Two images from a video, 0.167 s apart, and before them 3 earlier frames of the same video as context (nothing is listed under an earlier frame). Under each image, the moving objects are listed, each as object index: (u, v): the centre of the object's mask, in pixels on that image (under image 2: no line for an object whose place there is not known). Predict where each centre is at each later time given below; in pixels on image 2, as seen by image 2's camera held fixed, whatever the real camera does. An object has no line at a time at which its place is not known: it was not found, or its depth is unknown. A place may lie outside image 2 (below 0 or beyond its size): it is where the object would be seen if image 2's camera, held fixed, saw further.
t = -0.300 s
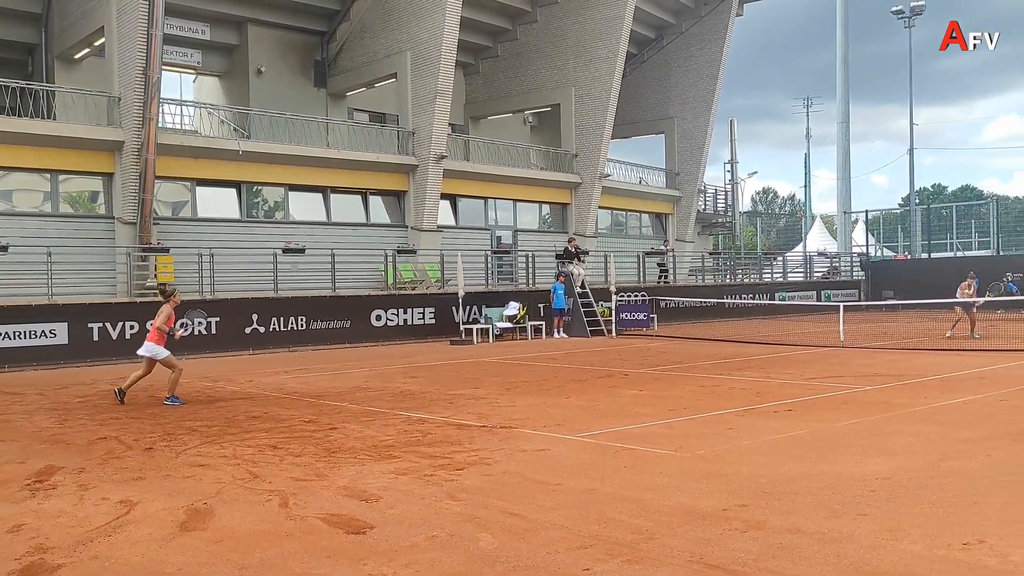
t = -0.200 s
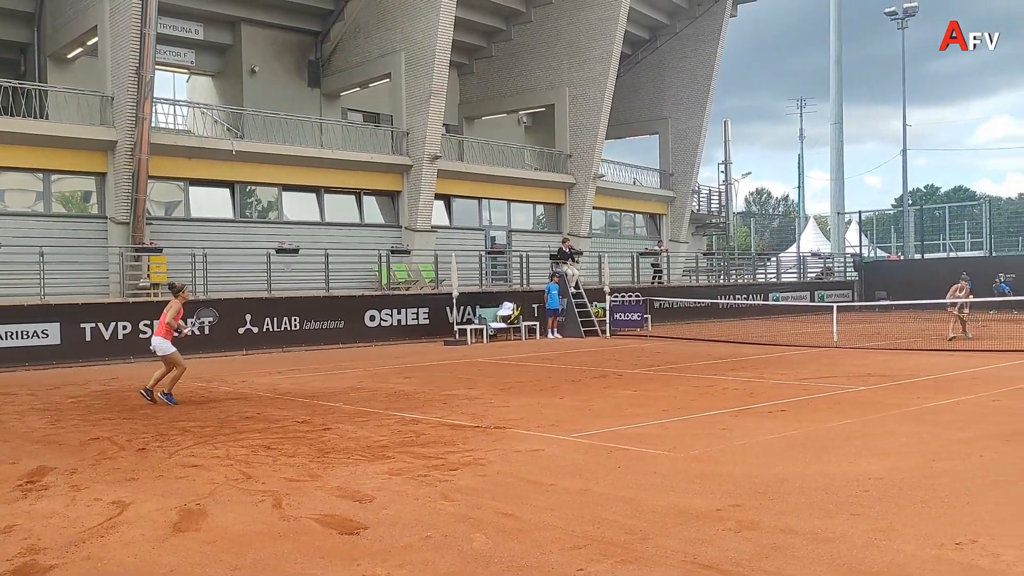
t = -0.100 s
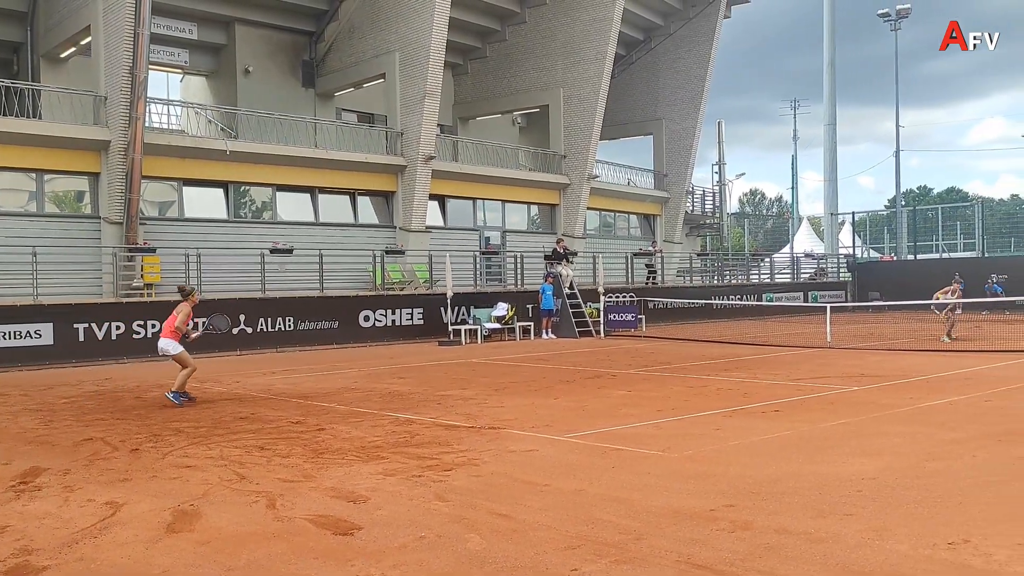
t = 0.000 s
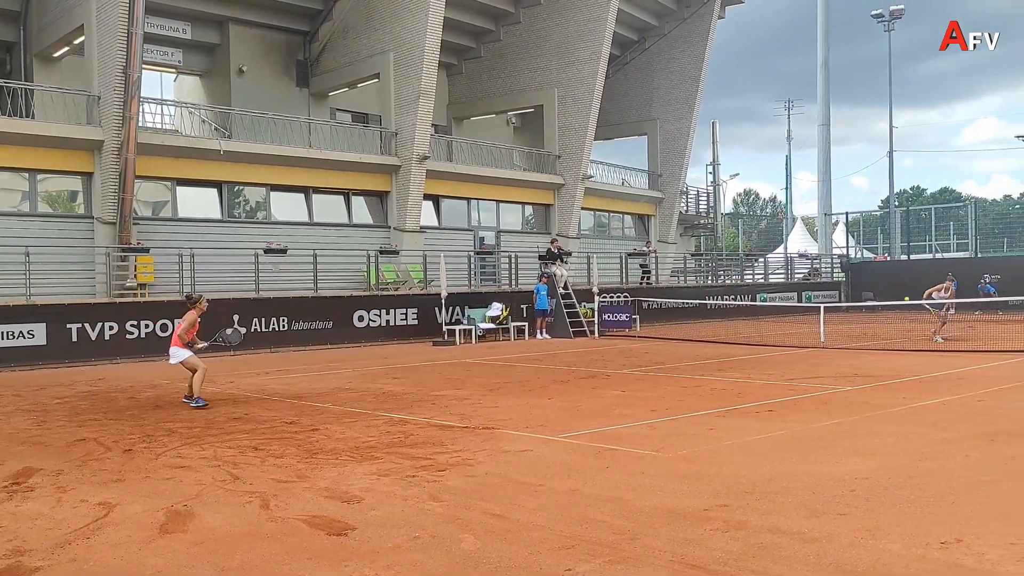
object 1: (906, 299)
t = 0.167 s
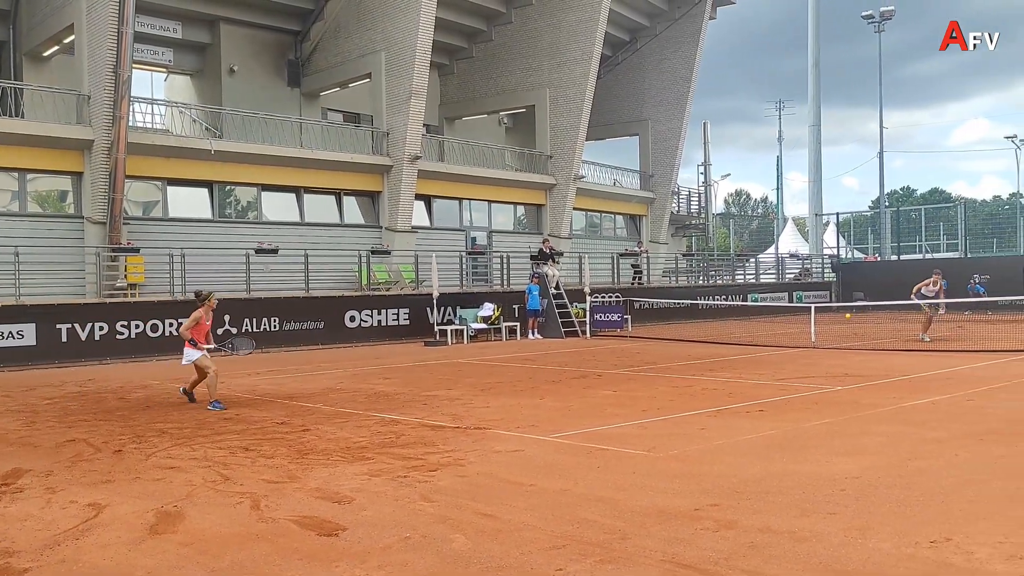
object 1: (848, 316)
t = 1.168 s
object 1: (471, 425)
